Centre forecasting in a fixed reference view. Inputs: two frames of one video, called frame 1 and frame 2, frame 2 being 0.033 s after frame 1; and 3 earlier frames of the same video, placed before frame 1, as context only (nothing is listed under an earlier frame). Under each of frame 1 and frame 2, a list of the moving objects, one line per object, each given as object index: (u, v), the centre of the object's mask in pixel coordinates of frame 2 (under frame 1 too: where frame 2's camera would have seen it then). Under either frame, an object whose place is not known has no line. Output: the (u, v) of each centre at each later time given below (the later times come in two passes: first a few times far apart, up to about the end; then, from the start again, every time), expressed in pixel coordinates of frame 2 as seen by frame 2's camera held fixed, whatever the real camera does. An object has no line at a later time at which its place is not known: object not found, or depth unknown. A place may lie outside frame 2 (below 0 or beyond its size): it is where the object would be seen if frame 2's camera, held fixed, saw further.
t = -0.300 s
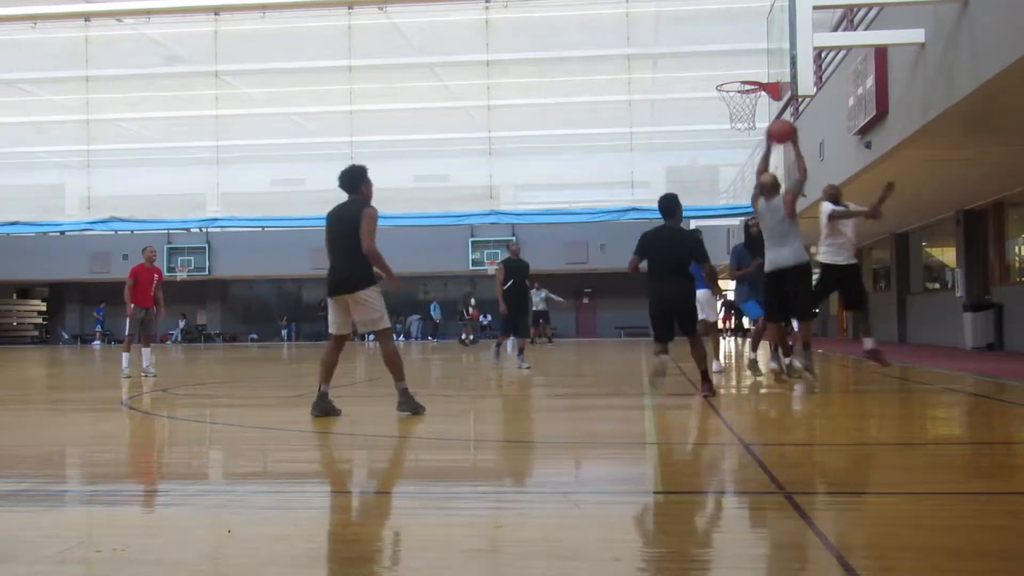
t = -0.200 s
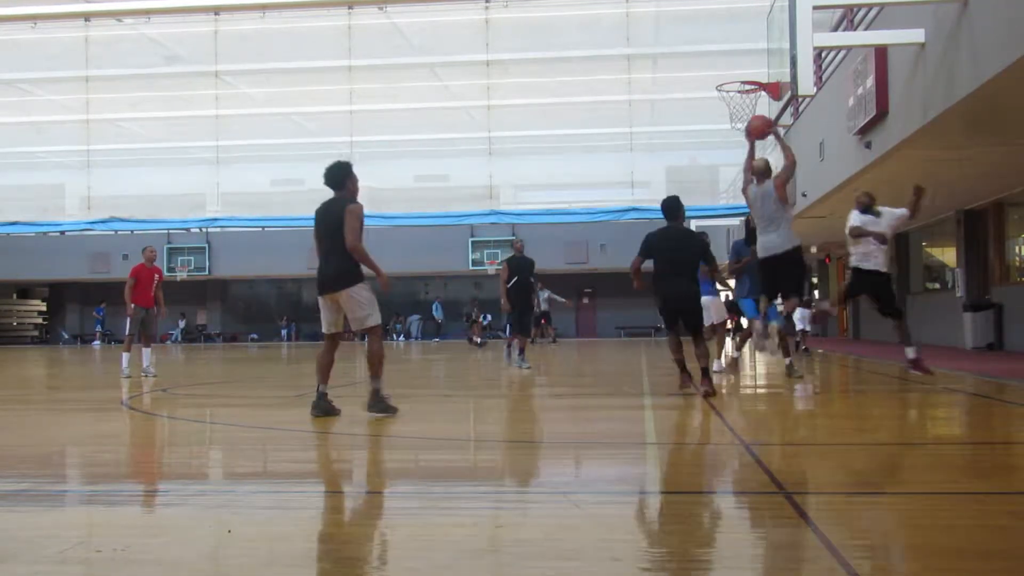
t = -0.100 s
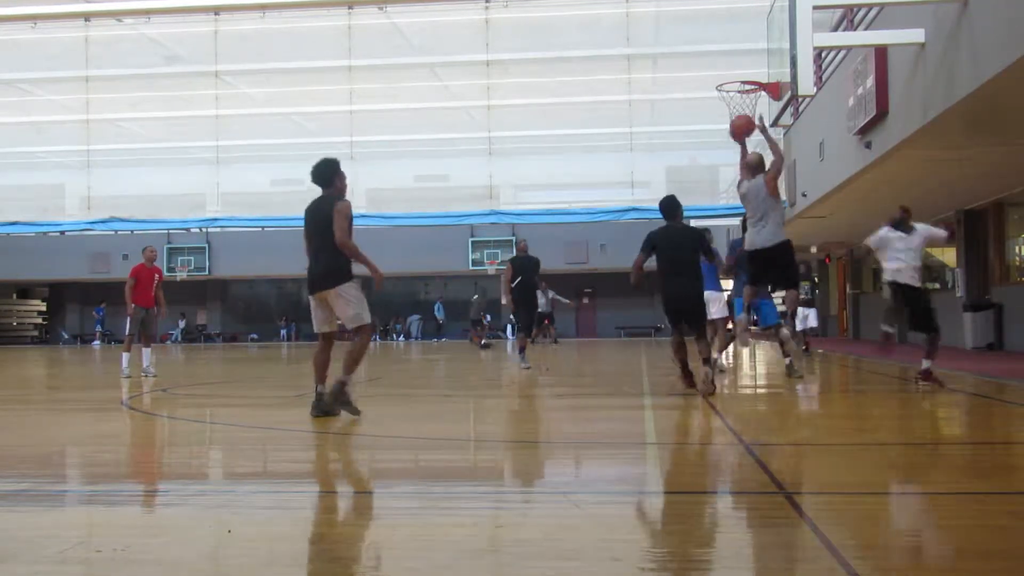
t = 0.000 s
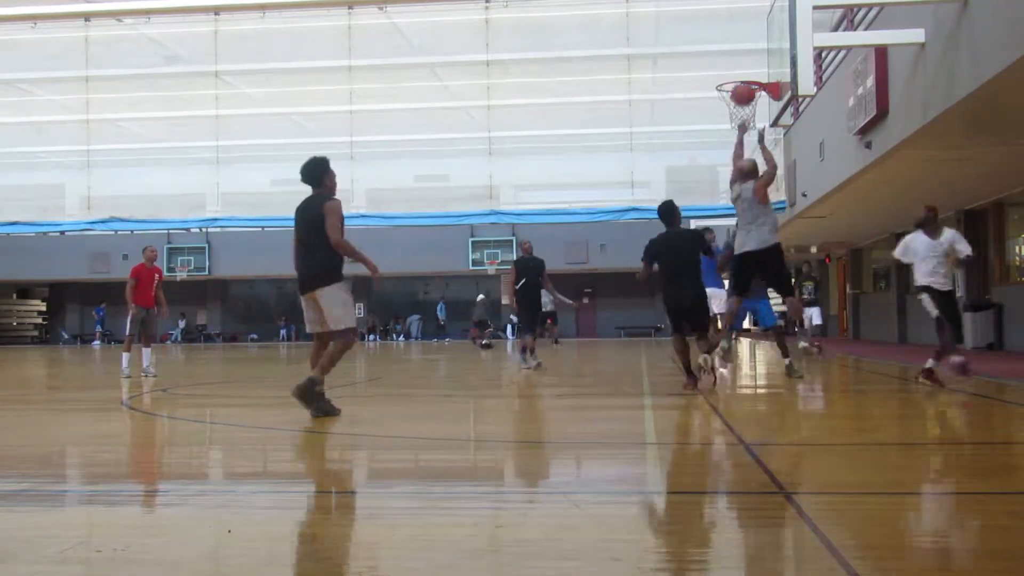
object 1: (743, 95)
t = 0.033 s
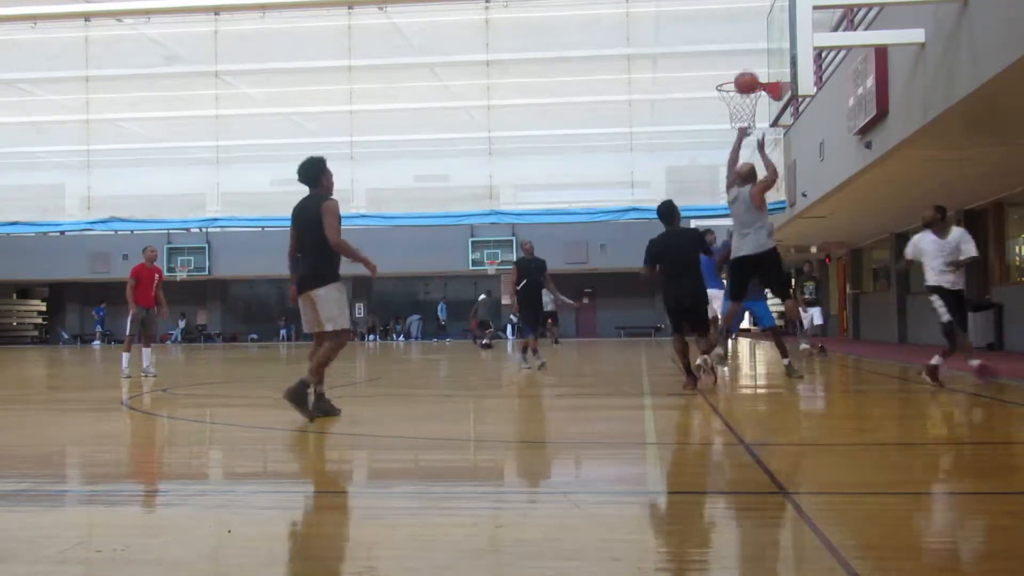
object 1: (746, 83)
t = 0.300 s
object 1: (768, 33)
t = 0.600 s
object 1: (734, 89)
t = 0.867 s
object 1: (730, 146)
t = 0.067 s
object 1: (750, 72)
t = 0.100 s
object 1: (753, 62)
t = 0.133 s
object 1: (756, 54)
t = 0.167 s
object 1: (760, 47)
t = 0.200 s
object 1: (763, 41)
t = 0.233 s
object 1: (767, 36)
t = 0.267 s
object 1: (770, 33)
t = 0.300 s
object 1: (768, 33)
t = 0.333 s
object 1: (764, 35)
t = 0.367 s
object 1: (760, 38)
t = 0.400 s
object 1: (756, 43)
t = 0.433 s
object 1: (753, 48)
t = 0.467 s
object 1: (749, 54)
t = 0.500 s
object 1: (745, 61)
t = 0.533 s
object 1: (742, 70)
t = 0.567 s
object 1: (739, 78)
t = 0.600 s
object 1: (734, 89)
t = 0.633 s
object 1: (731, 100)
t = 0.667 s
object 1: (729, 109)
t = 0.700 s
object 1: (728, 114)
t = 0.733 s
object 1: (729, 119)
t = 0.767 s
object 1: (729, 124)
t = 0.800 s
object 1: (729, 130)
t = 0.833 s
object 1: (729, 137)
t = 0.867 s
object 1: (730, 146)
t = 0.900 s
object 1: (730, 155)
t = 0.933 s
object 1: (731, 166)
